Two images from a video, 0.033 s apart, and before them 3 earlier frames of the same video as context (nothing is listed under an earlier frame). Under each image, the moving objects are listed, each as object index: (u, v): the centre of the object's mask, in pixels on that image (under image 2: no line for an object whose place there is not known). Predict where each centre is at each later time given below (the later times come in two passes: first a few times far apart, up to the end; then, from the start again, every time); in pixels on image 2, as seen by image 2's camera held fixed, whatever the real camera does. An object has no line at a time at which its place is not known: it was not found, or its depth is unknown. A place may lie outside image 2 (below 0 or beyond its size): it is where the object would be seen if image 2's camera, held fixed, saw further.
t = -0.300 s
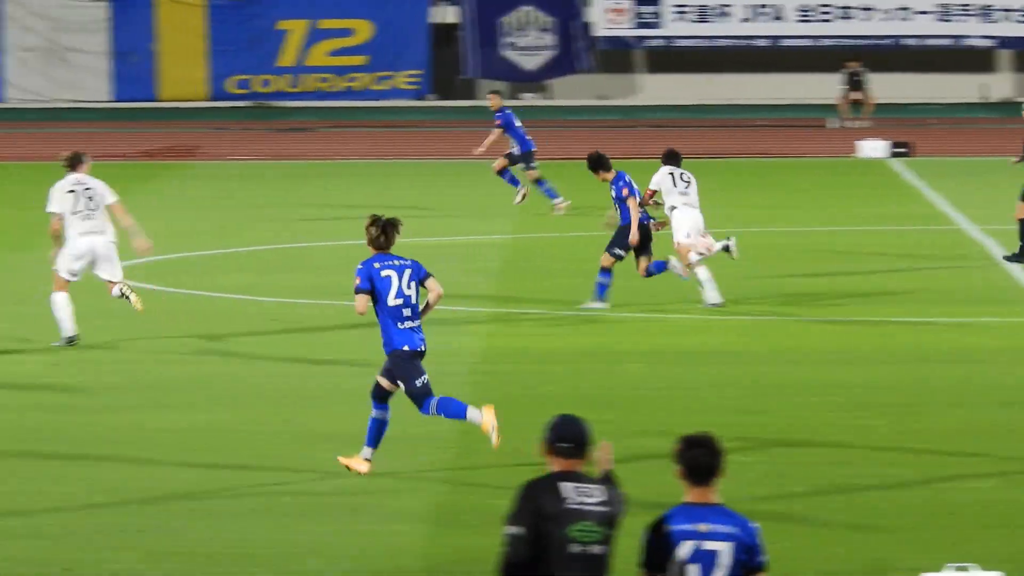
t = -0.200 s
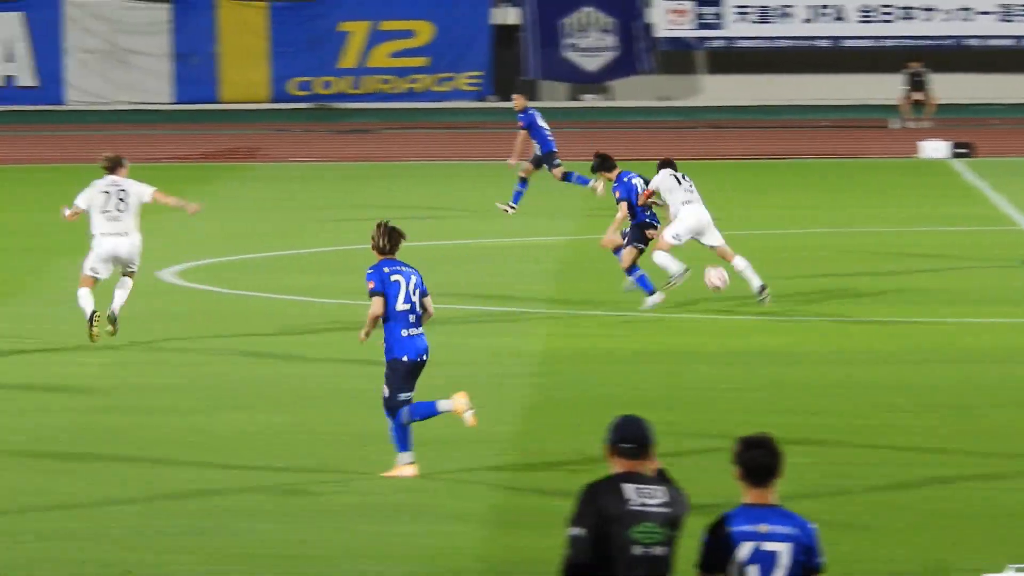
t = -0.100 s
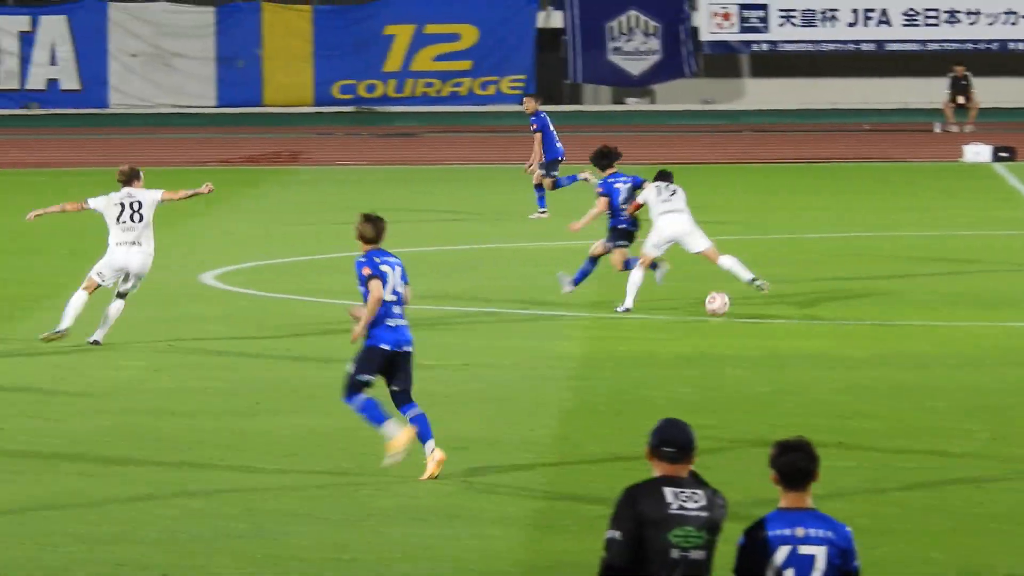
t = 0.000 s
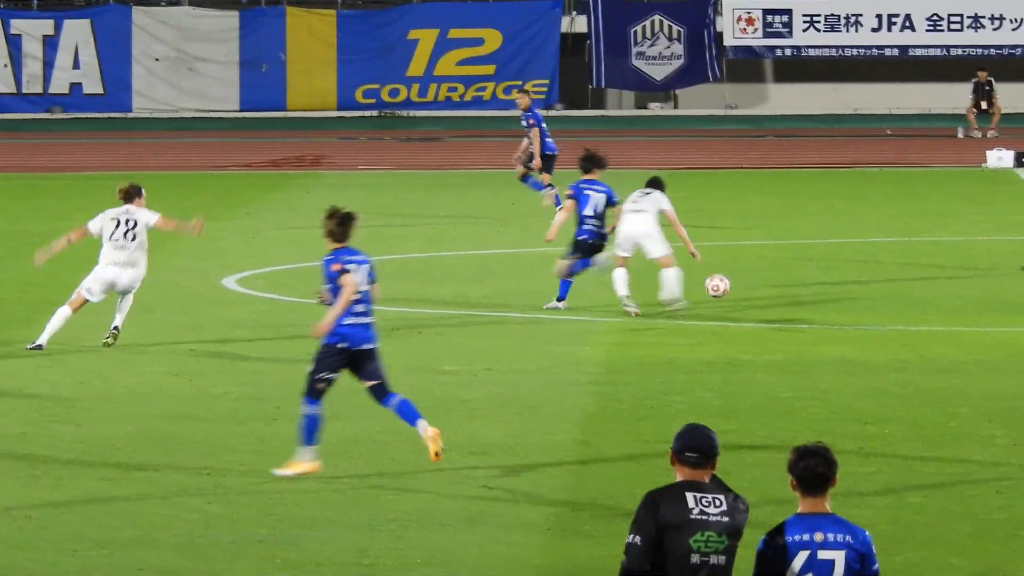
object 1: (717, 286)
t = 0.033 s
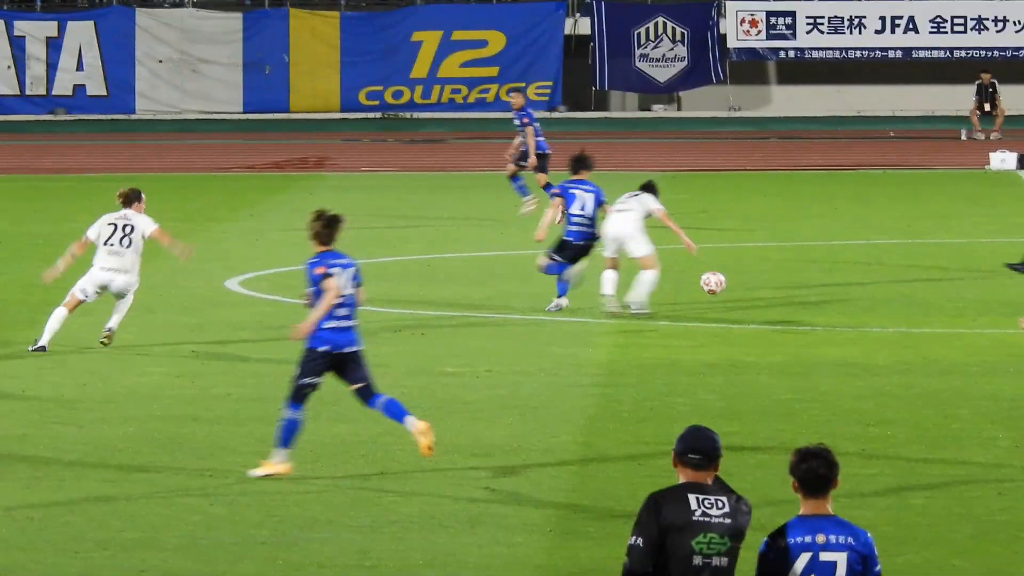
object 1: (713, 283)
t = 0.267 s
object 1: (664, 278)
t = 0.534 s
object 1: (605, 306)
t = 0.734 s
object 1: (556, 306)
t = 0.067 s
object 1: (706, 278)
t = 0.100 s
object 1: (699, 275)
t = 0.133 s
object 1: (692, 273)
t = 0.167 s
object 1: (685, 273)
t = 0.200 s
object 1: (678, 273)
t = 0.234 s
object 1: (671, 275)
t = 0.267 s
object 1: (664, 278)
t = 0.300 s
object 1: (657, 282)
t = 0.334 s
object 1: (650, 287)
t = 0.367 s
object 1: (643, 293)
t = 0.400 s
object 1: (635, 301)
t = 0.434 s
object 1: (629, 310)
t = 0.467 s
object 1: (621, 315)
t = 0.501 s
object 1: (613, 310)
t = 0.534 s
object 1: (605, 306)
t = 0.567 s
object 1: (596, 303)
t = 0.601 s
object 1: (588, 301)
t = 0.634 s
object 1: (580, 301)
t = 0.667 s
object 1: (572, 301)
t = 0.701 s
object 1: (564, 303)
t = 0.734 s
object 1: (556, 306)
